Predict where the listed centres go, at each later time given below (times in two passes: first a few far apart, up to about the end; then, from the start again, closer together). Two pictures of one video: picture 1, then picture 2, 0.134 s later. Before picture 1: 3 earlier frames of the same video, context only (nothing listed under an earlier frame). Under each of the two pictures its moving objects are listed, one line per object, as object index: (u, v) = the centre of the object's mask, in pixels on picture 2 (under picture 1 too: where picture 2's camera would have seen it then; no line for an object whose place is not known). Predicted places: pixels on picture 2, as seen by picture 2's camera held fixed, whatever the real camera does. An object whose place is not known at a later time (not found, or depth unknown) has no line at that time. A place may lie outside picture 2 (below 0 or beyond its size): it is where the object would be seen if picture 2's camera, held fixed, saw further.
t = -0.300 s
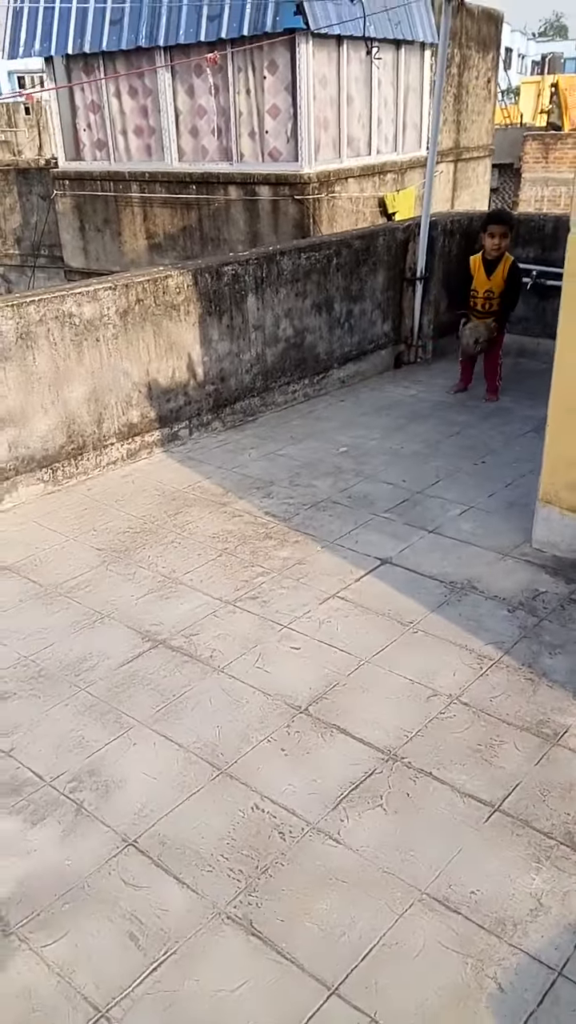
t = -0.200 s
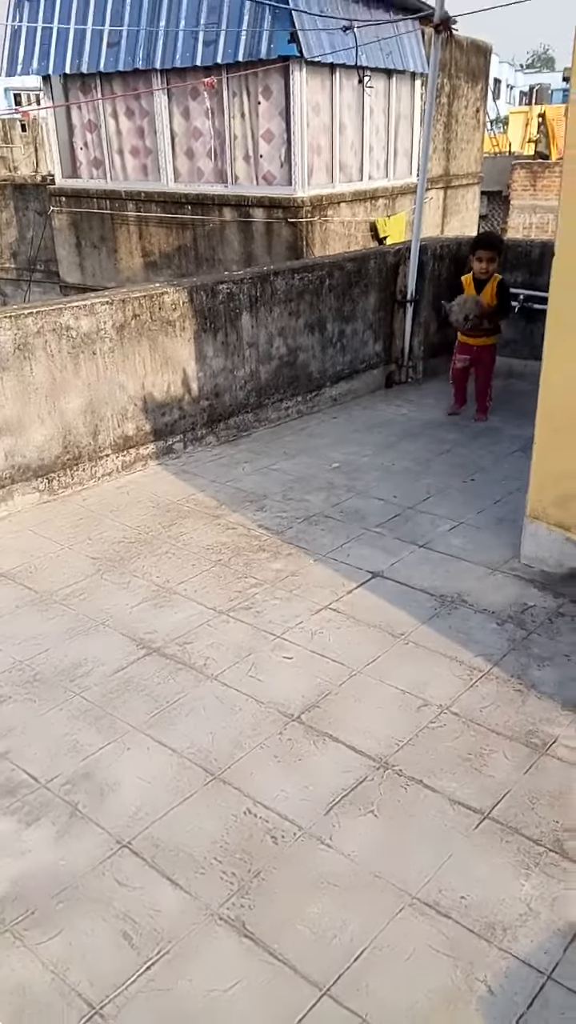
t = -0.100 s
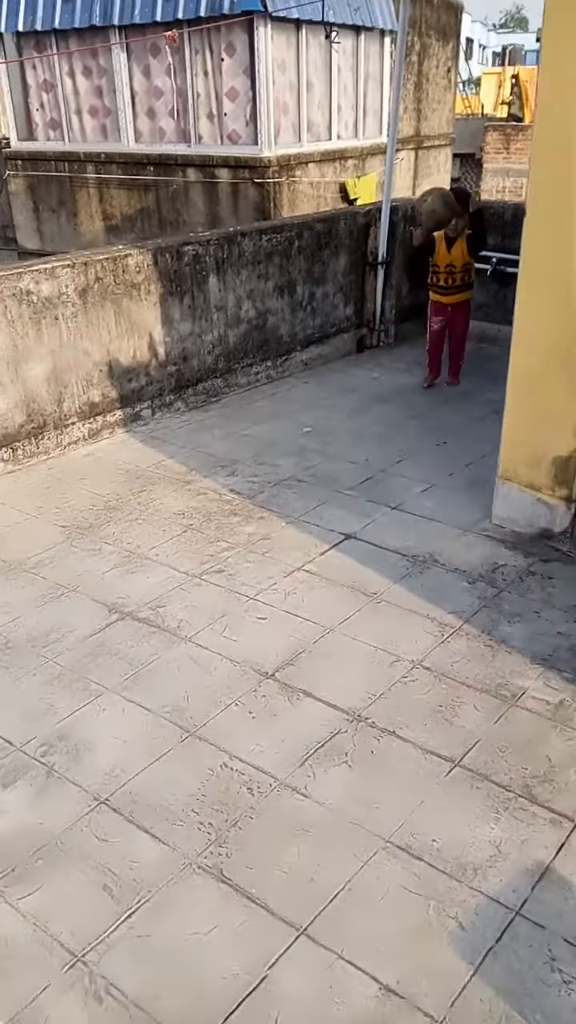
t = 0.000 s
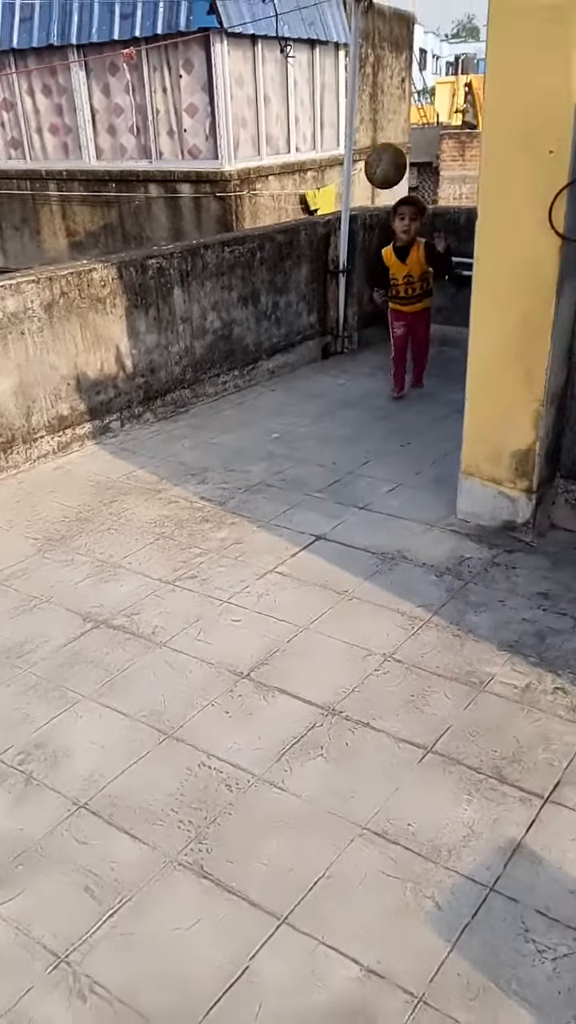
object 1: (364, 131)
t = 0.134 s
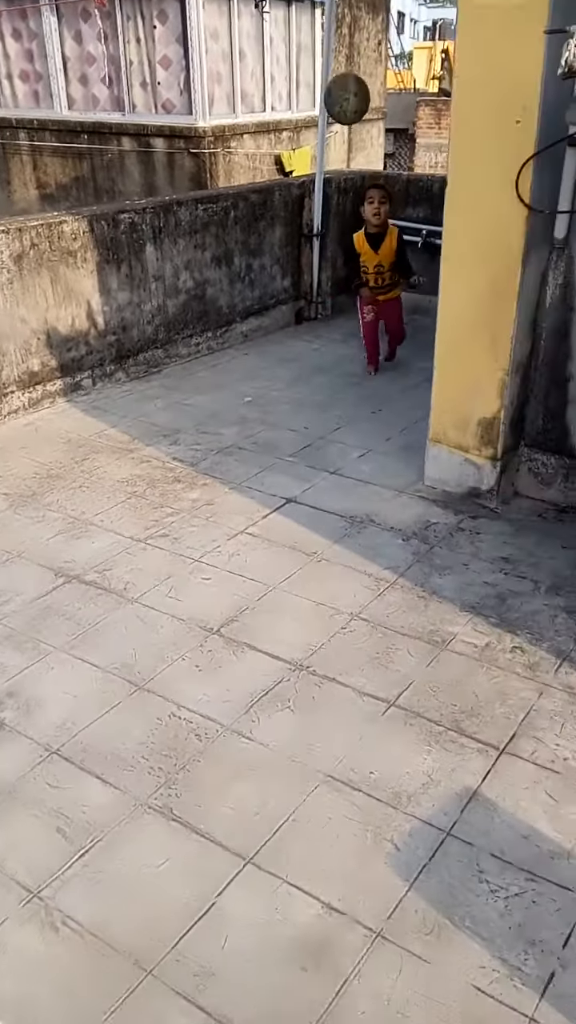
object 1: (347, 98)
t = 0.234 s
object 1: (342, 112)
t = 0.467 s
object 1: (311, 290)
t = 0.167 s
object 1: (345, 98)
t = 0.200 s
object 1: (344, 103)
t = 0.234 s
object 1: (342, 112)
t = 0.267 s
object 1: (338, 125)
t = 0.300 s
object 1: (333, 143)
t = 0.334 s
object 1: (329, 164)
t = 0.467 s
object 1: (311, 290)
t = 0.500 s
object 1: (306, 325)
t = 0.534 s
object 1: (302, 367)
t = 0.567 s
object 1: (300, 408)
